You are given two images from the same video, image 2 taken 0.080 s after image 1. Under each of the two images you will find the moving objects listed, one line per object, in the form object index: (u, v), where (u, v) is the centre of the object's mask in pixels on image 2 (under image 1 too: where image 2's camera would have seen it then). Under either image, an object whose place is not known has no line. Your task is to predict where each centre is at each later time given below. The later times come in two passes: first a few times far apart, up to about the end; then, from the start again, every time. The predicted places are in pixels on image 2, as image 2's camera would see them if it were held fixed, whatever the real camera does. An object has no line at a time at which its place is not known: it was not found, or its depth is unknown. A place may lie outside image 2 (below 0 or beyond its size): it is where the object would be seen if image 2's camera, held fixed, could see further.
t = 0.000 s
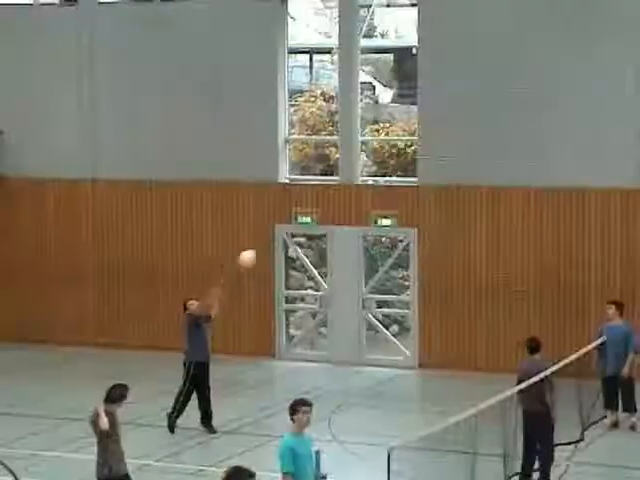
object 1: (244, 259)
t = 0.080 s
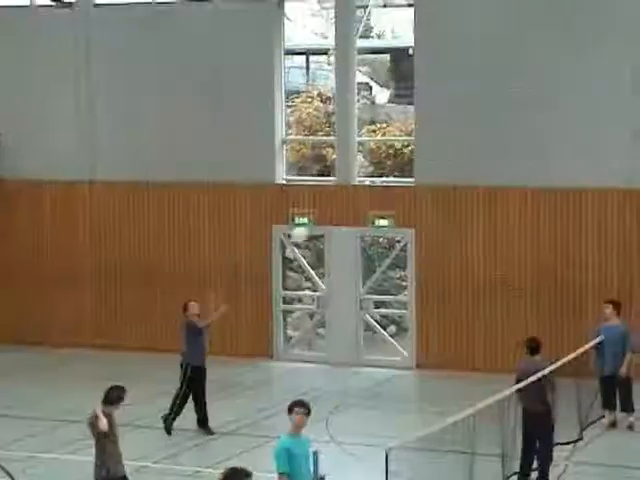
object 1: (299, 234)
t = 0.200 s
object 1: (382, 208)
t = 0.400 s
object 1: (520, 186)
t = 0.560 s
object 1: (631, 187)
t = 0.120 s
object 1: (327, 222)
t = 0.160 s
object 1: (354, 215)
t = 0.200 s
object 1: (382, 208)
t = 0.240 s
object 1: (410, 202)
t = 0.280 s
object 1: (437, 196)
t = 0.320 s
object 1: (465, 191)
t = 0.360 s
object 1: (492, 188)
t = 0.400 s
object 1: (520, 186)
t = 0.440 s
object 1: (548, 184)
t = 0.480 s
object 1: (576, 184)
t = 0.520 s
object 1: (604, 185)
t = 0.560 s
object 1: (631, 187)
